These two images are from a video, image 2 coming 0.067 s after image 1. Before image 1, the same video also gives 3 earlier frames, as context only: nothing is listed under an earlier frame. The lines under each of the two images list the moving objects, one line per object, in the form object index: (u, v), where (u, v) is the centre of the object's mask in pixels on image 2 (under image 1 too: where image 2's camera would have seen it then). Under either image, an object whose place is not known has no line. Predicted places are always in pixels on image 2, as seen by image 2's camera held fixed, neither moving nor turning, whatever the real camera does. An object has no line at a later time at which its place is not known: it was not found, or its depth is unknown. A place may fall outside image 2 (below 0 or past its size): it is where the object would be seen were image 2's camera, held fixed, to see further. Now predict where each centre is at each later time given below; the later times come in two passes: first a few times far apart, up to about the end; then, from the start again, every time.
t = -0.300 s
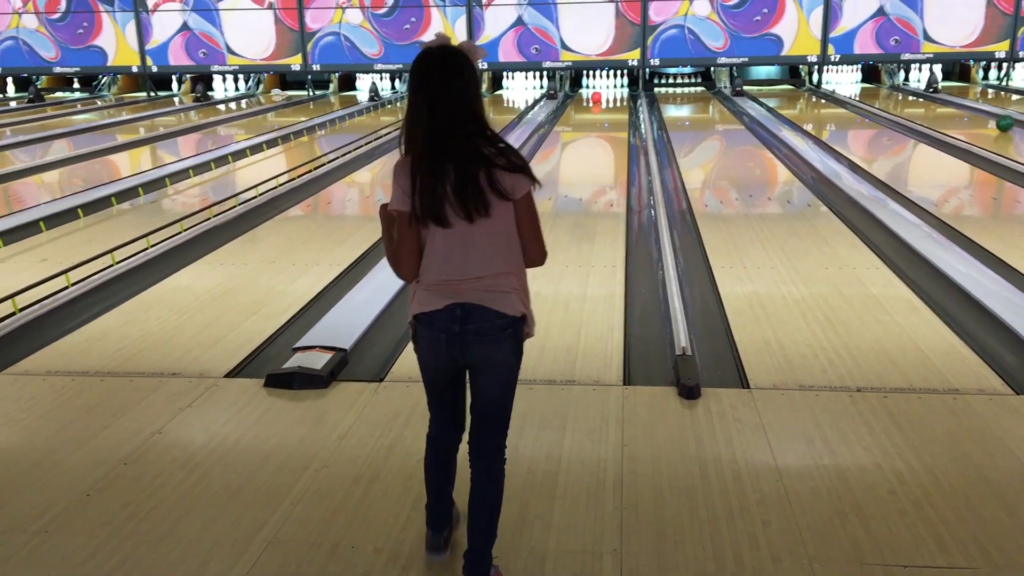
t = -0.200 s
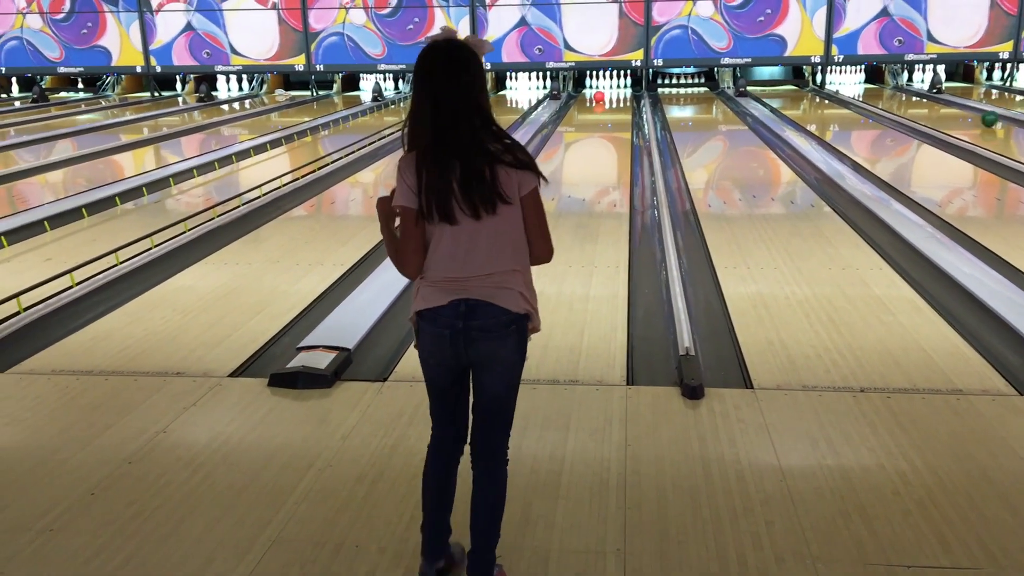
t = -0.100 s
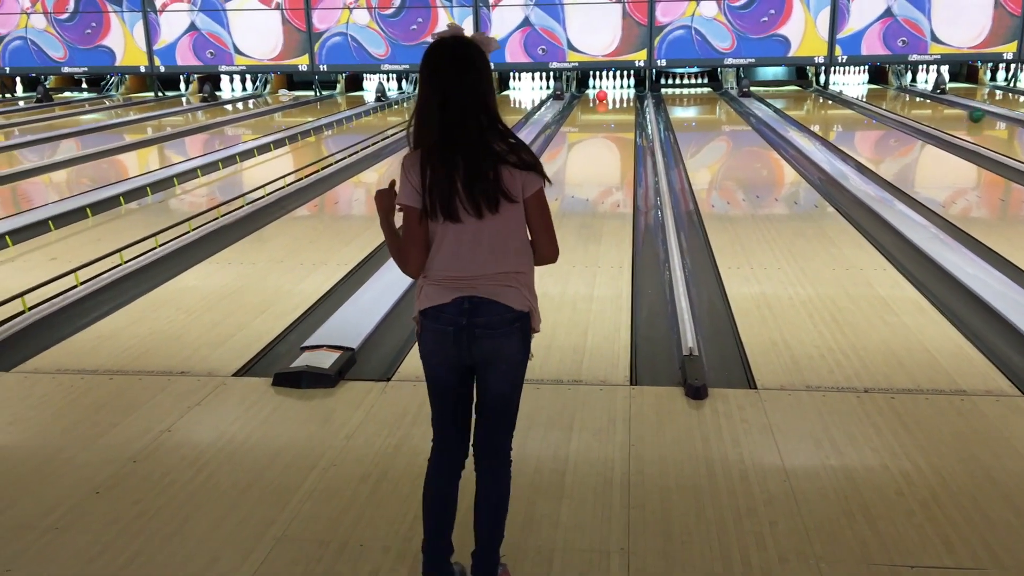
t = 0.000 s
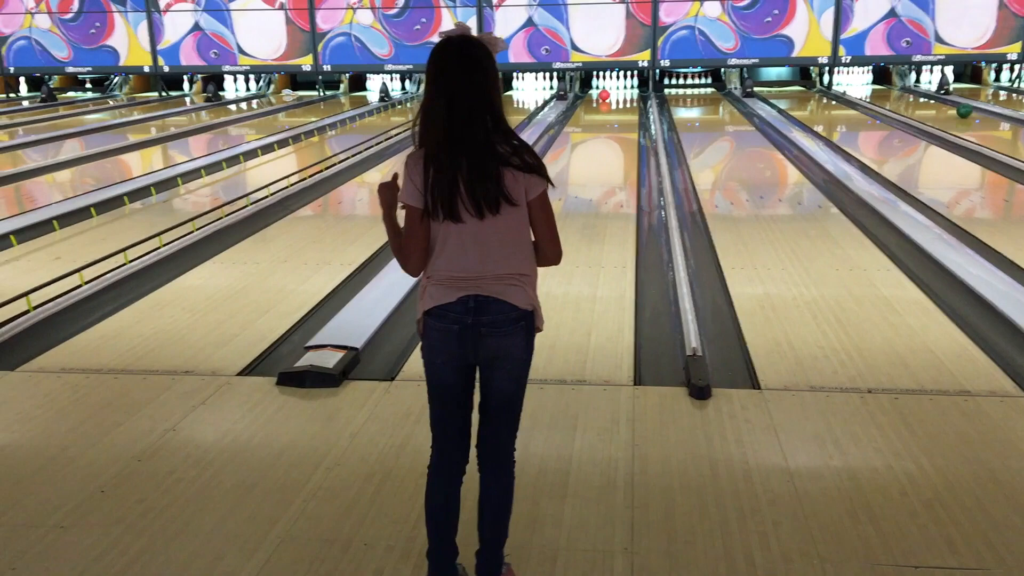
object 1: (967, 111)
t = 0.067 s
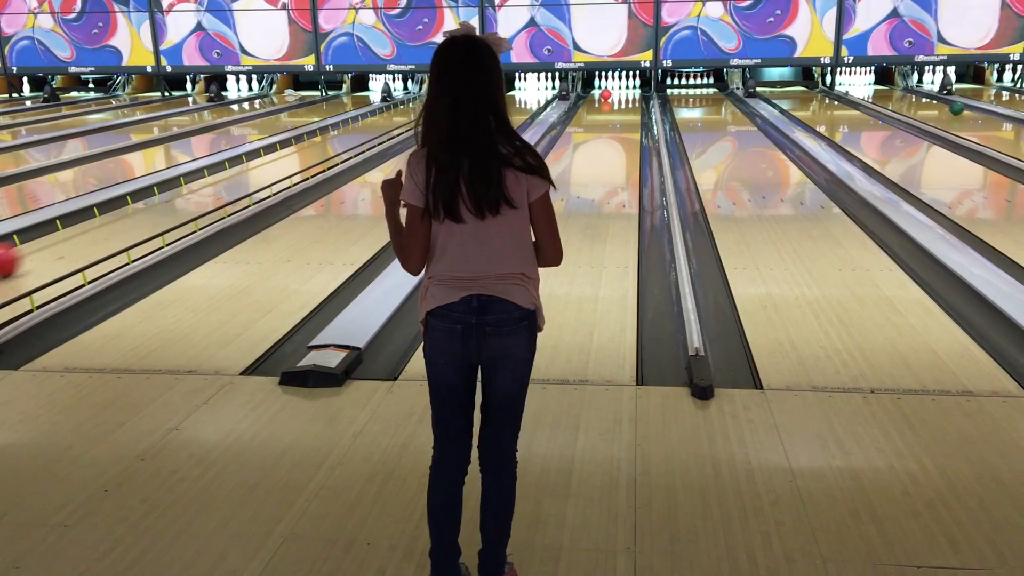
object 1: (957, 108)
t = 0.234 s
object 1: (934, 102)
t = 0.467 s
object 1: (906, 94)
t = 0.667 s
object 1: (886, 89)
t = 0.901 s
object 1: (864, 84)
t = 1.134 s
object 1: (843, 81)
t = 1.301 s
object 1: (828, 80)
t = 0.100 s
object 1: (952, 107)
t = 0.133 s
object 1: (947, 106)
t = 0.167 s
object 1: (943, 104)
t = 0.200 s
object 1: (938, 103)
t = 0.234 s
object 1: (934, 102)
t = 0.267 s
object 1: (930, 101)
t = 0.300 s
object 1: (926, 99)
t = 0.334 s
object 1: (921, 99)
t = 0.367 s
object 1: (918, 97)
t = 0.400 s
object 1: (914, 96)
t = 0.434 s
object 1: (910, 95)
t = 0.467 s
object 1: (906, 94)
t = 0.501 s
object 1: (903, 93)
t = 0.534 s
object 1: (899, 92)
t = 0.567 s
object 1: (896, 91)
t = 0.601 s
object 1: (892, 91)
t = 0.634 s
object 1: (889, 90)
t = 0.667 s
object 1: (886, 89)
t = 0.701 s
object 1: (882, 89)
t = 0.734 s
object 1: (879, 88)
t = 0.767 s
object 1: (876, 87)
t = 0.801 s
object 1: (873, 86)
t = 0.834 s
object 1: (870, 86)
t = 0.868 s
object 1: (867, 85)
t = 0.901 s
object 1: (864, 84)
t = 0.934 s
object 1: (861, 84)
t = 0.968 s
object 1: (858, 83)
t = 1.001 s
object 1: (855, 83)
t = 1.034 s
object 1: (852, 82)
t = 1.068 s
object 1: (848, 82)
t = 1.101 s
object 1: (846, 81)
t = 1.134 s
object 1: (843, 81)
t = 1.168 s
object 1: (840, 81)
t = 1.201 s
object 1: (839, 81)
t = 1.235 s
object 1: (838, 80)
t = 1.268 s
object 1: (837, 80)
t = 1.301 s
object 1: (828, 80)
